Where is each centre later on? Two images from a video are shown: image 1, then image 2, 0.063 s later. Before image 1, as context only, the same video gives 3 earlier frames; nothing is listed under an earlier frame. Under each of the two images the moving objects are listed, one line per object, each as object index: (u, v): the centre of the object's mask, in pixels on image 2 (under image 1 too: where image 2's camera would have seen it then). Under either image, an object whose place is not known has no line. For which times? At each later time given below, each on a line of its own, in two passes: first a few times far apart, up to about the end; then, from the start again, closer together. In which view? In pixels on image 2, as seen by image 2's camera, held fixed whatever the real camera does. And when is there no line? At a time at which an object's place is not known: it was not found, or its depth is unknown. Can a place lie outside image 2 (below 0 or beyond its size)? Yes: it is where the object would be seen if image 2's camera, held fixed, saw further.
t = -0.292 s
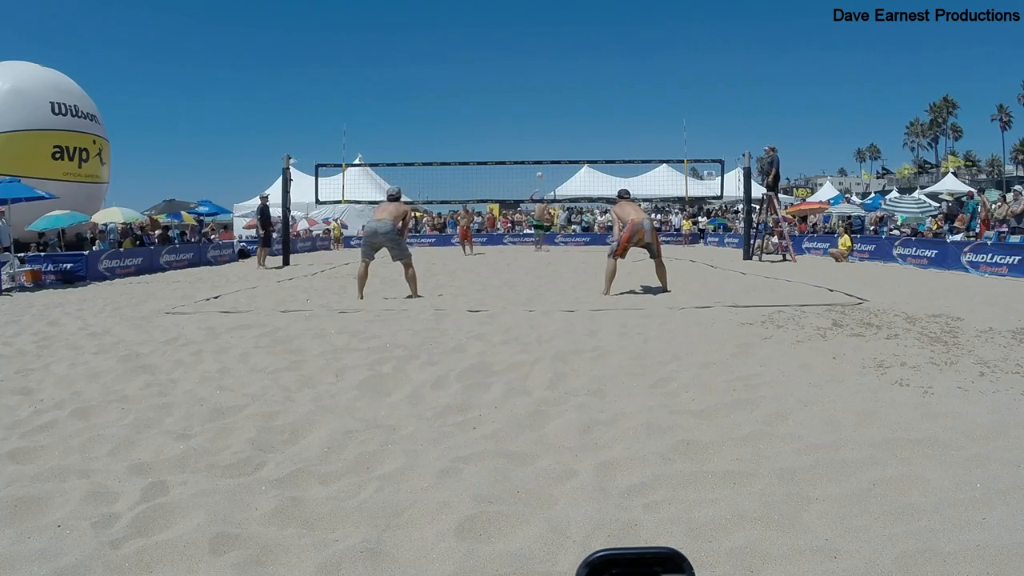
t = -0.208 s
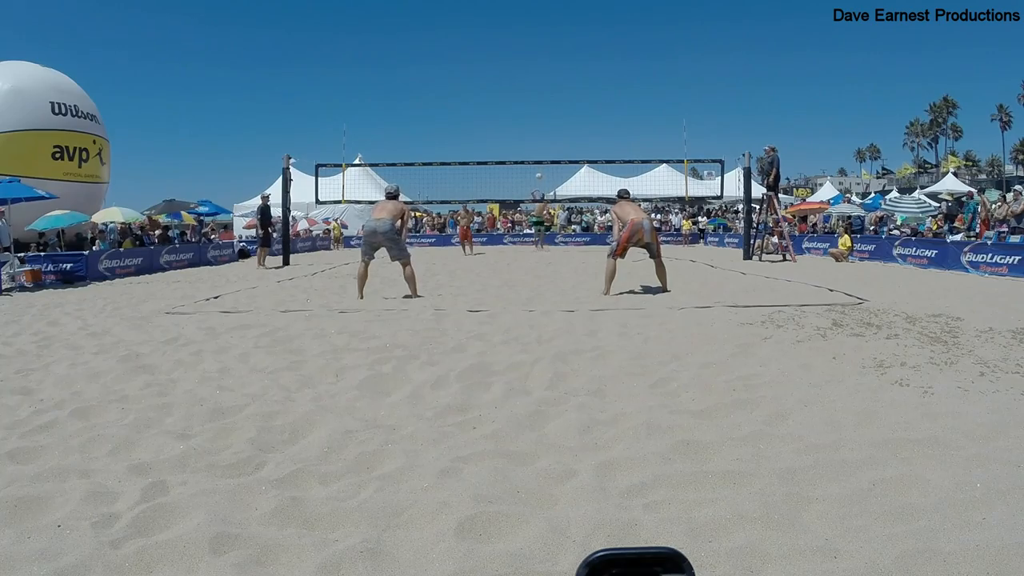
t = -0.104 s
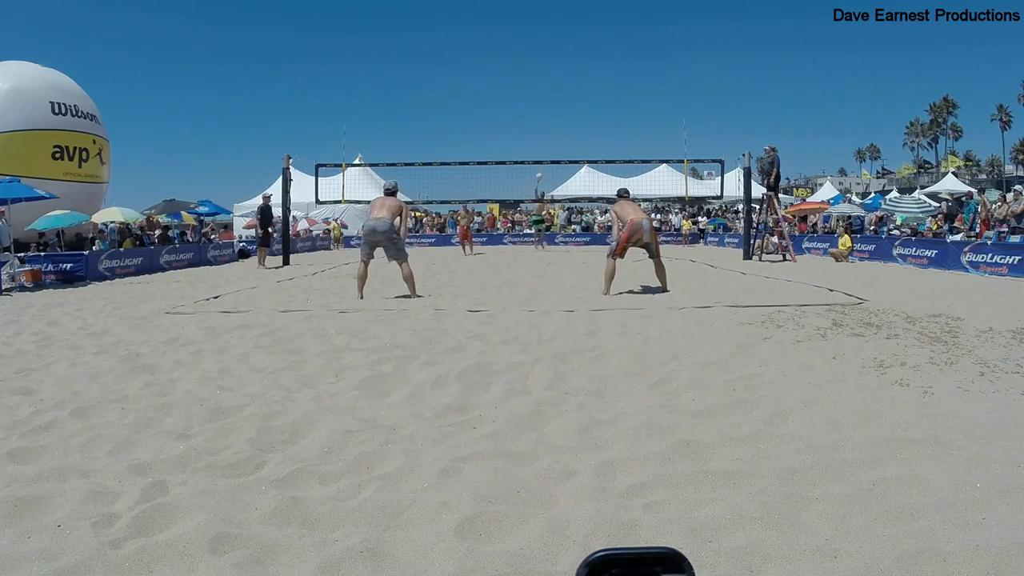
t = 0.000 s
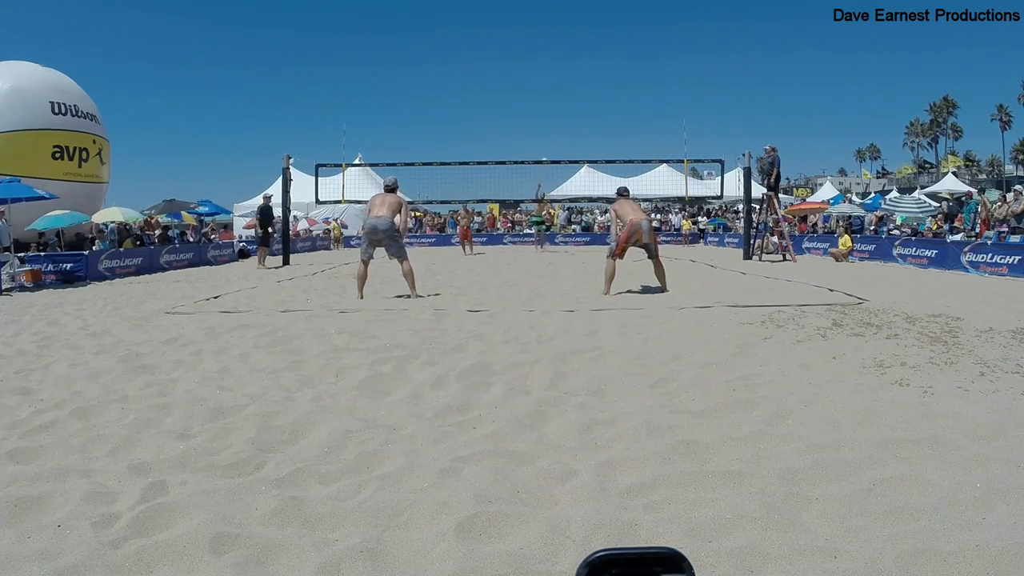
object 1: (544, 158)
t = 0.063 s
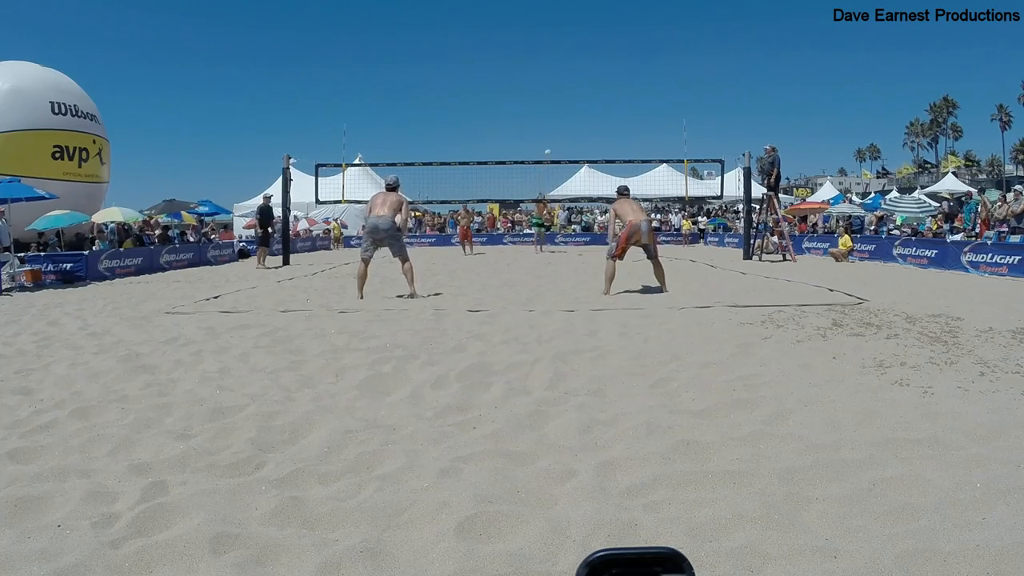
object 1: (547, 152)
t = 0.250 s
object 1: (562, 130)
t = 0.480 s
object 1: (586, 115)
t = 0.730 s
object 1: (628, 122)
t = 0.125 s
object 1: (552, 145)
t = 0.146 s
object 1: (553, 142)
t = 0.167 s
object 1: (555, 139)
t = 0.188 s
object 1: (557, 137)
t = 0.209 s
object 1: (558, 134)
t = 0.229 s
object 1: (560, 132)
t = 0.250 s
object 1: (562, 130)
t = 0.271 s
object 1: (564, 128)
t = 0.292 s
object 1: (565, 126)
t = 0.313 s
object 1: (567, 125)
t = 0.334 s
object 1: (570, 123)
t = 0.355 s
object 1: (571, 122)
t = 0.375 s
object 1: (573, 120)
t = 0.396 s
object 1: (576, 119)
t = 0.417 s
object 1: (578, 118)
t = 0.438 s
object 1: (580, 117)
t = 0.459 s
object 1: (583, 116)
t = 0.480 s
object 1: (586, 115)
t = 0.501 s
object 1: (589, 115)
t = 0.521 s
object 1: (592, 114)
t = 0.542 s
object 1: (595, 114)
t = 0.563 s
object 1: (598, 114)
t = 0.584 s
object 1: (600, 113)
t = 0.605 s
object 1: (604, 114)
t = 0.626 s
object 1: (608, 115)
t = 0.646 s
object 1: (612, 116)
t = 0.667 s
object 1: (615, 117)
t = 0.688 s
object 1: (619, 118)
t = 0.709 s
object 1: (624, 120)
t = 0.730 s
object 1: (628, 122)
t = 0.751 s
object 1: (632, 125)
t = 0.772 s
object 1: (637, 127)
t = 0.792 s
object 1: (642, 130)
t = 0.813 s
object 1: (646, 134)
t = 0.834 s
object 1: (652, 138)
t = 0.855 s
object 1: (657, 142)
